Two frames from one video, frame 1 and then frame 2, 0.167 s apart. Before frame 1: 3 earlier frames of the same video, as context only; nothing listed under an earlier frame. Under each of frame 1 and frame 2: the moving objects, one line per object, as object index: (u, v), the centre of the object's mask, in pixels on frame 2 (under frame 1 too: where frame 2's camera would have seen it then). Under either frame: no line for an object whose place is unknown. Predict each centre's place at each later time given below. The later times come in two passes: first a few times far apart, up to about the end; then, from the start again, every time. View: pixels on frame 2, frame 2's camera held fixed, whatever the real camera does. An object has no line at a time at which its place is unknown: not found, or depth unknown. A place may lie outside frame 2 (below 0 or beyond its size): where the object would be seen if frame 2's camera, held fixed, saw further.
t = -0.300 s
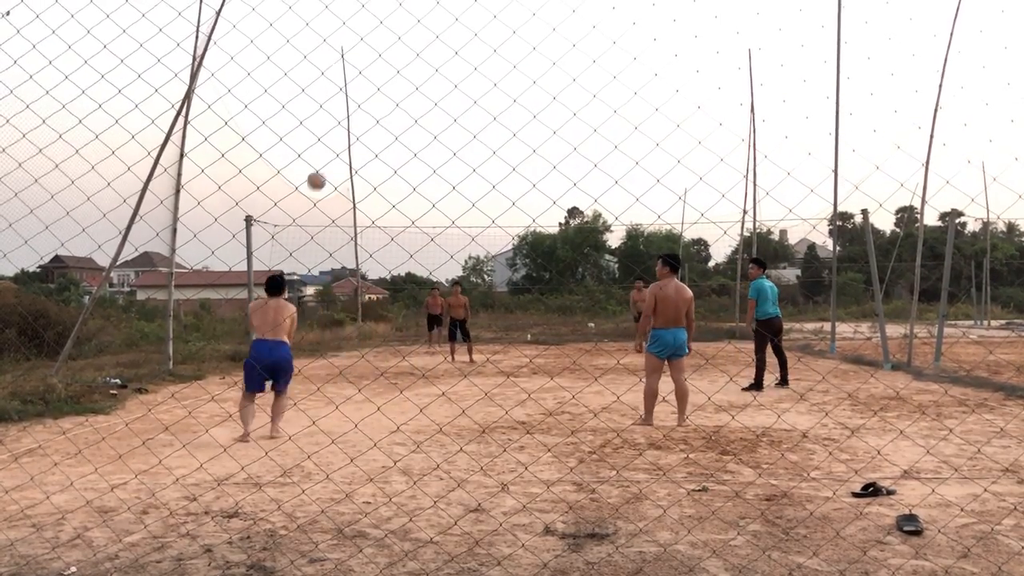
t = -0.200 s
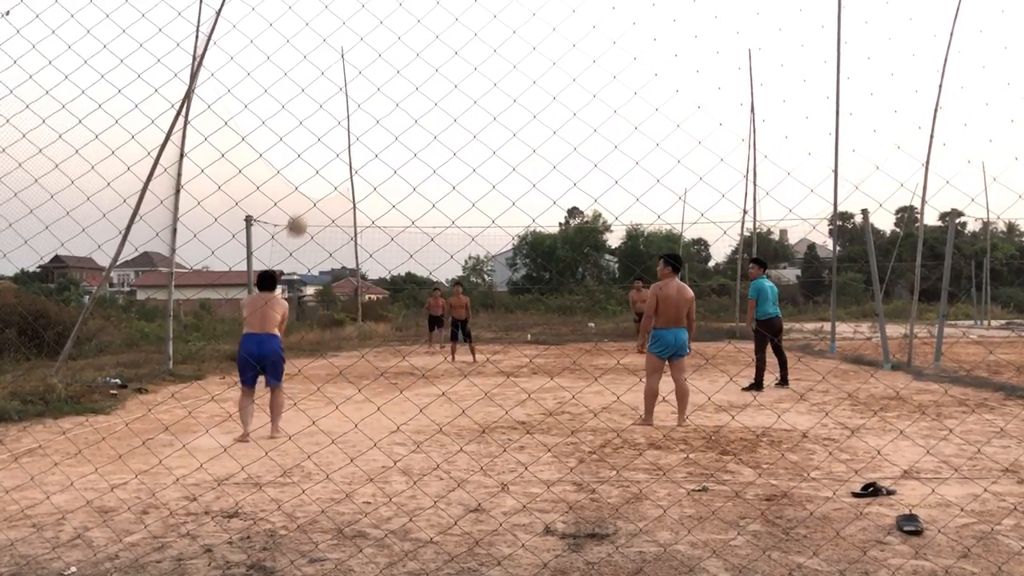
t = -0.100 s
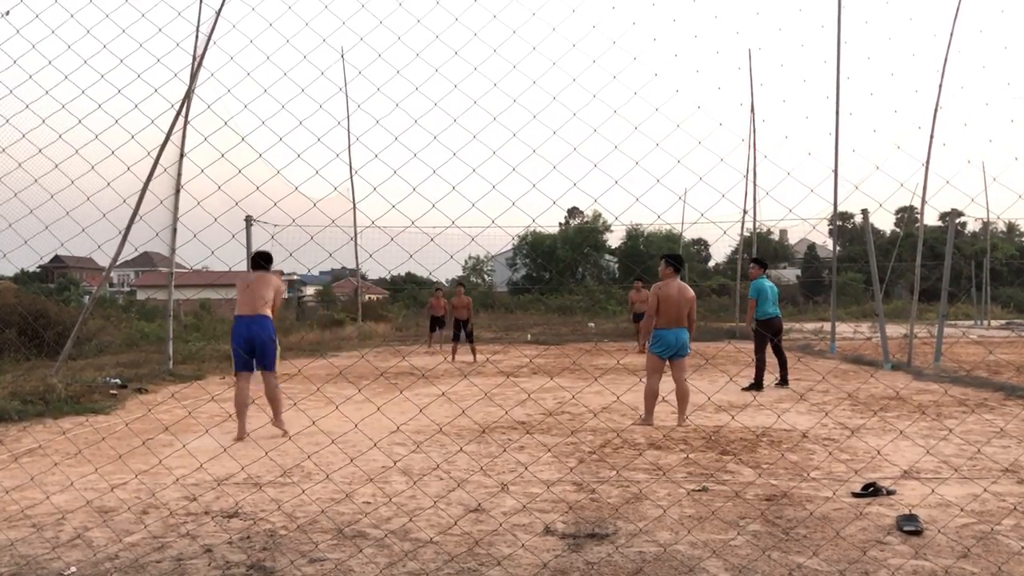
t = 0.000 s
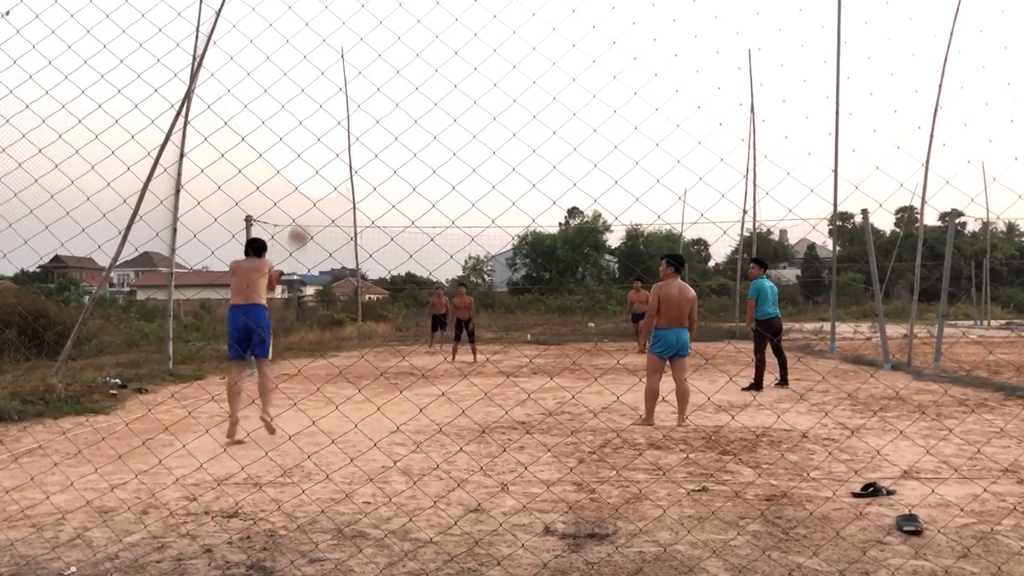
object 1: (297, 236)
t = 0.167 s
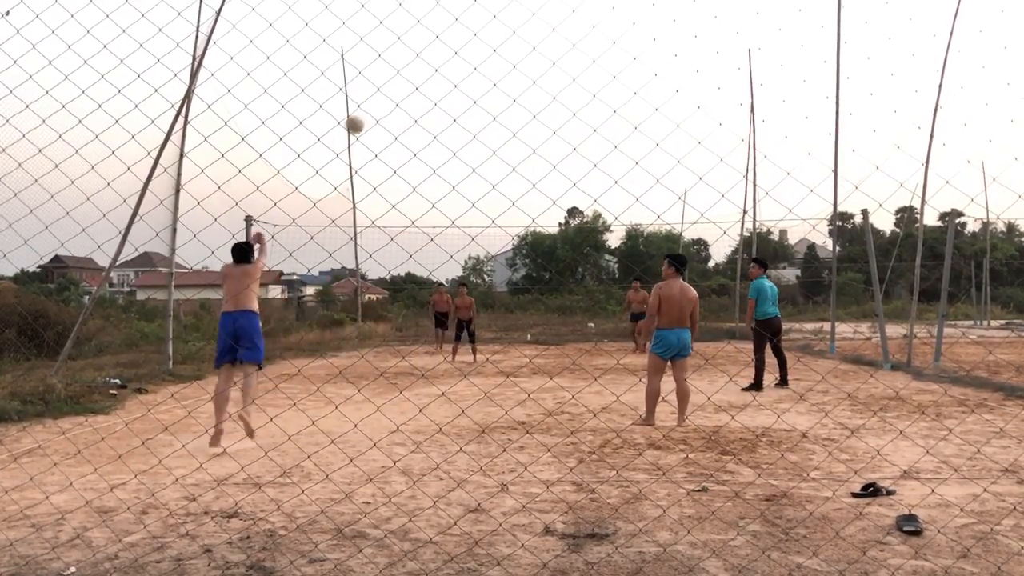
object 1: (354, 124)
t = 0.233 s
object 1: (373, 93)
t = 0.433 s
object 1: (424, 34)
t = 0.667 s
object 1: (472, 14)
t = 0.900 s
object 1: (510, 35)
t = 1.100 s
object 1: (537, 77)
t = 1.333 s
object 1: (563, 145)
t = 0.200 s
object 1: (364, 108)
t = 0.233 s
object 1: (373, 93)
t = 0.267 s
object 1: (383, 80)
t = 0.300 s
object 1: (392, 68)
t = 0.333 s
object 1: (400, 58)
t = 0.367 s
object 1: (408, 49)
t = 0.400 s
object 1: (416, 41)
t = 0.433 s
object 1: (424, 34)
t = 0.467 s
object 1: (431, 28)
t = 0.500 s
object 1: (439, 23)
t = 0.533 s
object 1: (446, 20)
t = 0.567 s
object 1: (452, 17)
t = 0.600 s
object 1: (459, 15)
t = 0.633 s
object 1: (466, 14)
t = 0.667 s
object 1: (472, 14)
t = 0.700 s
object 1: (478, 15)
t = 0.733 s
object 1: (484, 17)
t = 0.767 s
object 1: (489, 19)
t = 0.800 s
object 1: (495, 22)
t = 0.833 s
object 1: (500, 26)
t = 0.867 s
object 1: (505, 30)
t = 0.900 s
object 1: (510, 35)
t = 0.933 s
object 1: (515, 40)
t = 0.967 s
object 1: (520, 47)
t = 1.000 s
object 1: (525, 53)
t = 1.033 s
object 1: (529, 60)
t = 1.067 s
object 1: (533, 69)
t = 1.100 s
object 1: (537, 77)
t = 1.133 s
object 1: (541, 86)
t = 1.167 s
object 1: (545, 94)
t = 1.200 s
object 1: (549, 104)
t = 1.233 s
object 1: (552, 113)
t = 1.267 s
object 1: (556, 124)
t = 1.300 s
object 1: (559, 134)
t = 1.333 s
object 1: (563, 145)
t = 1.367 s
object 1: (566, 156)
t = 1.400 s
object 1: (569, 168)
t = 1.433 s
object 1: (572, 180)
